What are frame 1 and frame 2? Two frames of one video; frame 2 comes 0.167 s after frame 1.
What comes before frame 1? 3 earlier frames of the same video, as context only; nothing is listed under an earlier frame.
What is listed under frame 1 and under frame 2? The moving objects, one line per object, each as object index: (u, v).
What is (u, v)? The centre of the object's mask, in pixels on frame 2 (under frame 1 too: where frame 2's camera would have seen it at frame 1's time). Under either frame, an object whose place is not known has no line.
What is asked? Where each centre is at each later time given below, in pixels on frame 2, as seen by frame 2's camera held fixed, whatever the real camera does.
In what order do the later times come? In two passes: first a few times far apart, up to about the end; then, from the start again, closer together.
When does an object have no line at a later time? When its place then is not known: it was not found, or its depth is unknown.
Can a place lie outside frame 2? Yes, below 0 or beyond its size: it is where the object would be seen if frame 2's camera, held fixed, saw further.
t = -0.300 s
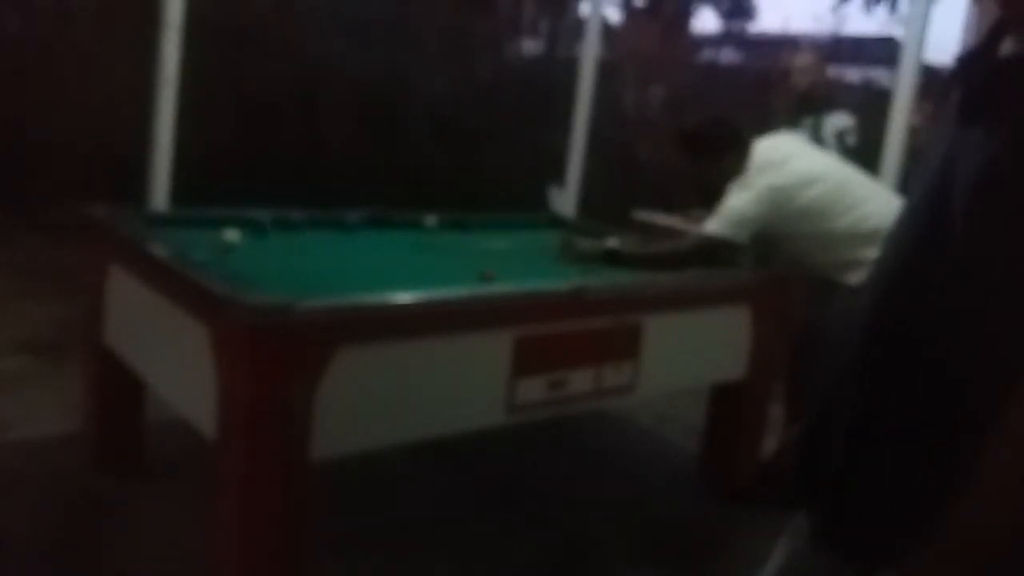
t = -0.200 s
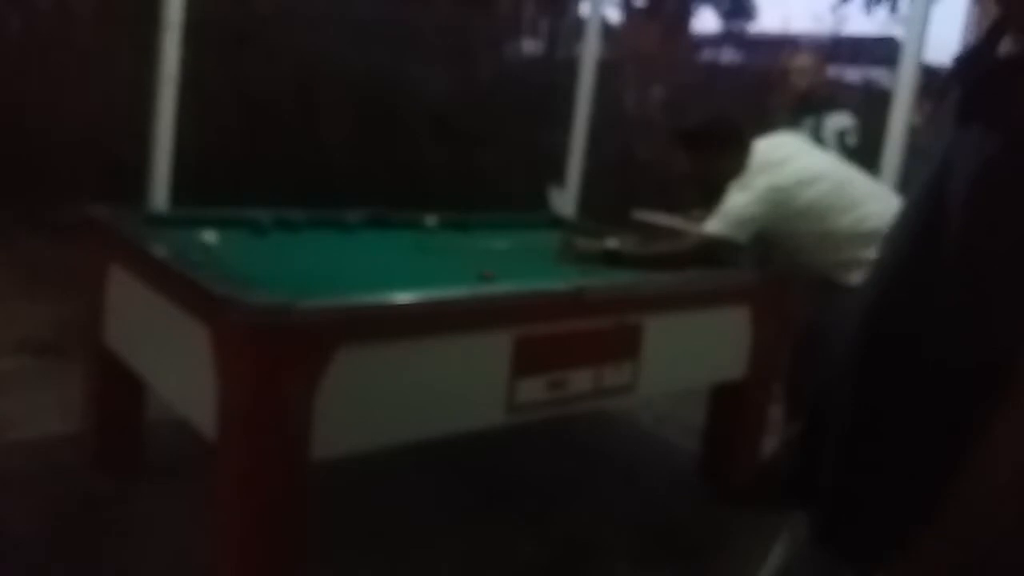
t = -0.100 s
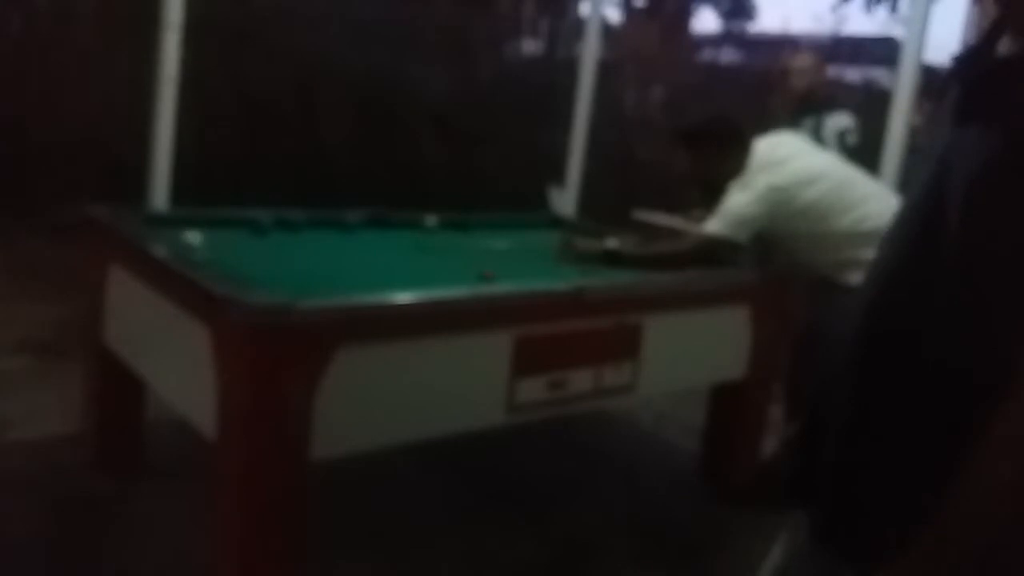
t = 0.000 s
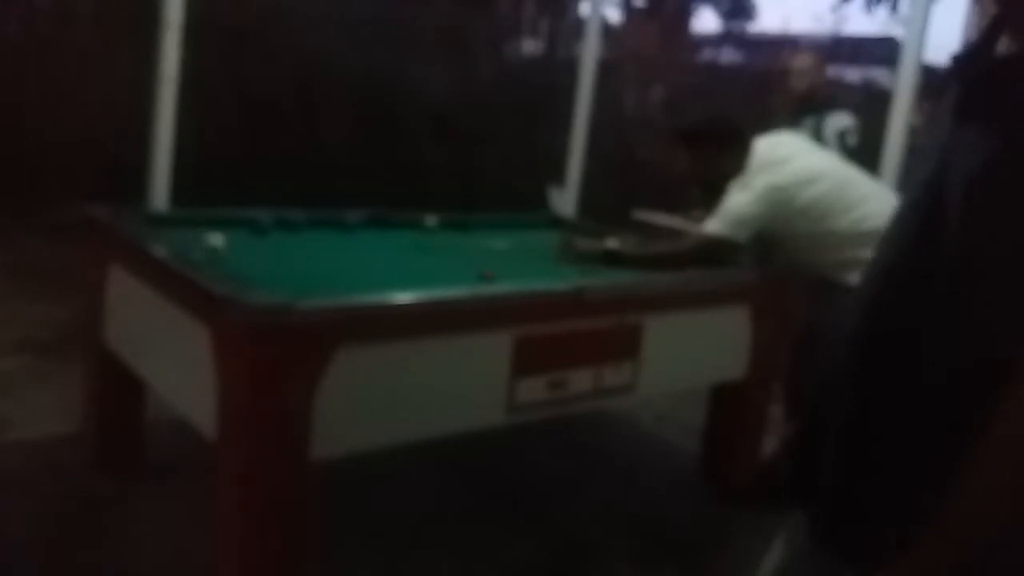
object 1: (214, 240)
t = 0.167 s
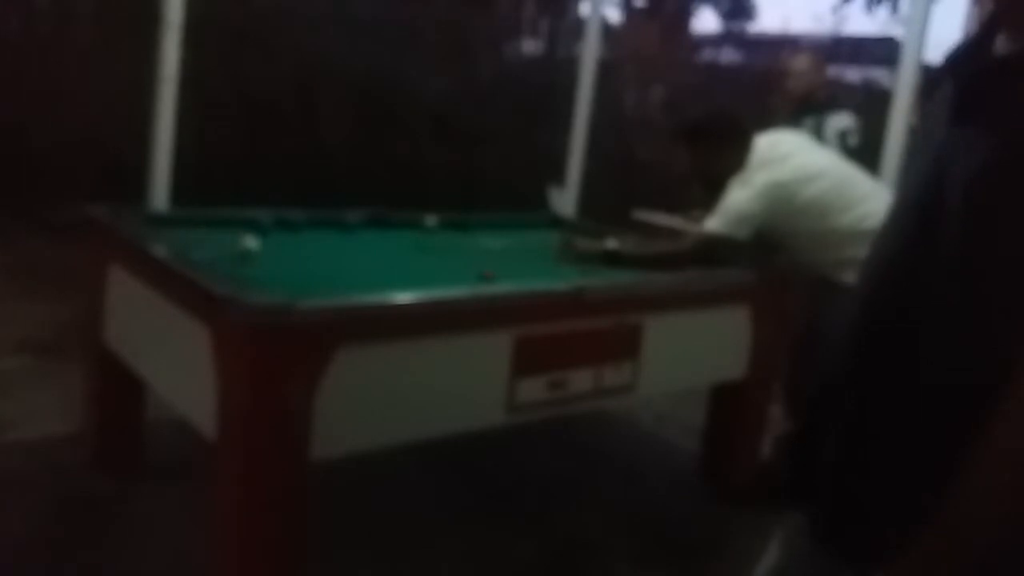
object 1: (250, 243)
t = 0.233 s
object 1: (264, 244)
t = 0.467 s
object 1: (310, 247)
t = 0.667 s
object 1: (347, 250)
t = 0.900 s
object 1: (387, 253)
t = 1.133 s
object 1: (425, 255)
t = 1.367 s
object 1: (460, 258)
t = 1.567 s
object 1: (488, 259)
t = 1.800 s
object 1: (520, 262)
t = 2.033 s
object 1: (547, 264)
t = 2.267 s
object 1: (572, 267)
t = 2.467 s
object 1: (595, 267)
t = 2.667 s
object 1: (610, 268)
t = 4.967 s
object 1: (637, 261)
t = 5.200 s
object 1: (638, 262)
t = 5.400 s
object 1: (638, 262)
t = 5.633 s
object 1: (638, 263)
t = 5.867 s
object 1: (637, 263)
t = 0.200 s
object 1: (256, 244)
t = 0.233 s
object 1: (264, 244)
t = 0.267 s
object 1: (270, 244)
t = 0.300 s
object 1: (277, 245)
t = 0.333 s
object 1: (283, 245)
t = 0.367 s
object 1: (290, 245)
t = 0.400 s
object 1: (296, 246)
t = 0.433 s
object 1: (304, 247)
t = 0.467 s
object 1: (310, 247)
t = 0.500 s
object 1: (316, 247)
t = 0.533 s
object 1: (322, 247)
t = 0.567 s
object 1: (329, 248)
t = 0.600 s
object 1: (334, 249)
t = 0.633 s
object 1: (341, 250)
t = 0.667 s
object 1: (347, 250)
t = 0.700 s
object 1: (352, 250)
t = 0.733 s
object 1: (359, 251)
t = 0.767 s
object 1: (364, 251)
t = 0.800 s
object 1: (370, 252)
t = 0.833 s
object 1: (376, 252)
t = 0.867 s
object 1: (382, 253)
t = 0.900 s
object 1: (387, 253)
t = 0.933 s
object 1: (393, 253)
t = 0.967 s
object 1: (398, 254)
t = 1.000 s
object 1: (403, 254)
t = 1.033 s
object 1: (409, 254)
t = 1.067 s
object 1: (415, 255)
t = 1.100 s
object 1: (420, 255)
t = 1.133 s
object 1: (425, 255)
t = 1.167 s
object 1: (430, 255)
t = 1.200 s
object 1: (435, 256)
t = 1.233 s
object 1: (440, 256)
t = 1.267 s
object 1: (445, 257)
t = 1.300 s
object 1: (450, 257)
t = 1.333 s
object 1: (455, 257)
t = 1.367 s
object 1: (460, 258)
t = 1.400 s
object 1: (464, 258)
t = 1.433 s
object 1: (469, 258)
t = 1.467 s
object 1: (474, 258)
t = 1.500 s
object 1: (479, 259)
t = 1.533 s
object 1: (483, 258)
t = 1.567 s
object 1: (488, 259)
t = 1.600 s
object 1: (493, 260)
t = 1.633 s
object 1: (497, 259)
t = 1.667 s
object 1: (501, 260)
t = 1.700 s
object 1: (506, 261)
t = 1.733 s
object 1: (511, 261)
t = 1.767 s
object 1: (515, 261)
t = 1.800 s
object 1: (520, 262)
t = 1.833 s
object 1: (523, 262)
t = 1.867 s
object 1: (528, 263)
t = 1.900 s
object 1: (532, 263)
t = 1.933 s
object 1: (536, 263)
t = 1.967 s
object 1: (540, 264)
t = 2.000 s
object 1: (543, 264)
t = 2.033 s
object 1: (547, 264)
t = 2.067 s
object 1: (551, 264)
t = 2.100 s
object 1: (554, 265)
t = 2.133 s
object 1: (558, 265)
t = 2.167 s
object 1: (562, 266)
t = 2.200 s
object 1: (566, 267)
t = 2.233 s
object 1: (569, 267)
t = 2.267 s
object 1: (572, 267)
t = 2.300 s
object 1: (576, 267)
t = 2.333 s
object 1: (579, 267)
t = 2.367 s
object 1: (583, 267)
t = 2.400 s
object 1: (587, 267)
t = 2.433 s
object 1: (591, 267)
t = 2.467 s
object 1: (595, 267)
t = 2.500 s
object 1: (598, 267)
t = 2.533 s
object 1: (601, 268)
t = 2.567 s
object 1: (605, 268)
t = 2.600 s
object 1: (607, 268)
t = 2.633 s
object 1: (609, 268)
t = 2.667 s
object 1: (610, 268)
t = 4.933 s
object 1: (634, 260)
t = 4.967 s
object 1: (637, 261)
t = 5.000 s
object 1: (638, 261)
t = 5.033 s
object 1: (638, 262)
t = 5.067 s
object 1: (638, 262)
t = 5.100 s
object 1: (638, 261)
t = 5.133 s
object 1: (638, 262)
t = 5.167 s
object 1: (638, 262)
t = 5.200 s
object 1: (638, 262)
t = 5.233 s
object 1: (638, 262)
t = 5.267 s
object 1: (638, 262)
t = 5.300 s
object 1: (638, 262)
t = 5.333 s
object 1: (638, 262)
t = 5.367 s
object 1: (638, 262)
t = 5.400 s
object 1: (638, 262)
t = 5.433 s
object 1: (638, 262)
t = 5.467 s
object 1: (638, 262)
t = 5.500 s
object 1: (638, 262)
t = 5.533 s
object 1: (638, 262)
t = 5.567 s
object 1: (638, 262)
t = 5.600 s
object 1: (638, 262)
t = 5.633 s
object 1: (638, 263)
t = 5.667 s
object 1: (638, 263)
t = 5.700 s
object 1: (638, 263)
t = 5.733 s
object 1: (637, 263)
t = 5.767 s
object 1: (637, 263)
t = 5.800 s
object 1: (637, 263)
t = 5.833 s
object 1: (637, 263)
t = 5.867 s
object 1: (637, 263)
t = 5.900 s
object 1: (637, 263)
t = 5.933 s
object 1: (637, 263)
